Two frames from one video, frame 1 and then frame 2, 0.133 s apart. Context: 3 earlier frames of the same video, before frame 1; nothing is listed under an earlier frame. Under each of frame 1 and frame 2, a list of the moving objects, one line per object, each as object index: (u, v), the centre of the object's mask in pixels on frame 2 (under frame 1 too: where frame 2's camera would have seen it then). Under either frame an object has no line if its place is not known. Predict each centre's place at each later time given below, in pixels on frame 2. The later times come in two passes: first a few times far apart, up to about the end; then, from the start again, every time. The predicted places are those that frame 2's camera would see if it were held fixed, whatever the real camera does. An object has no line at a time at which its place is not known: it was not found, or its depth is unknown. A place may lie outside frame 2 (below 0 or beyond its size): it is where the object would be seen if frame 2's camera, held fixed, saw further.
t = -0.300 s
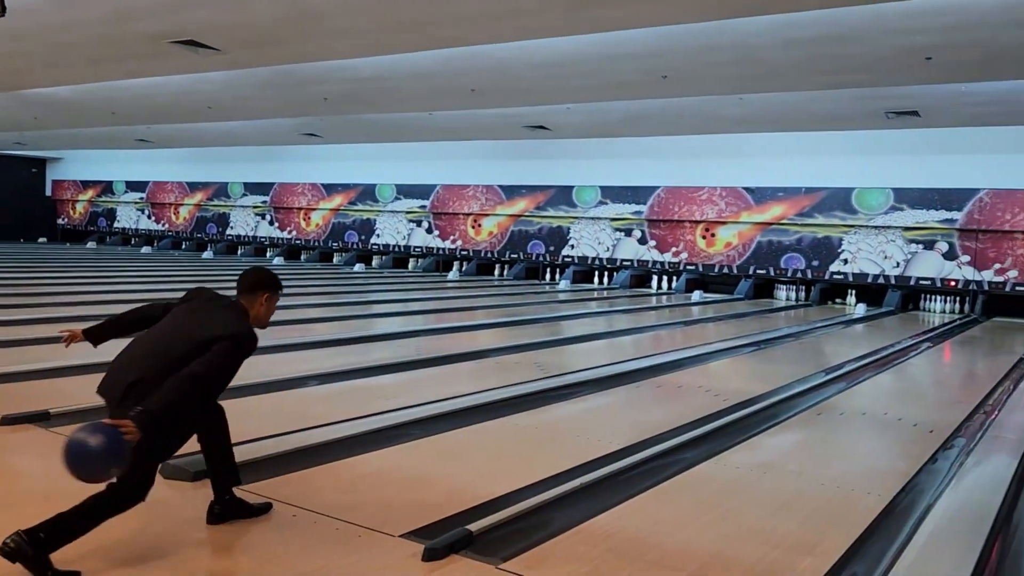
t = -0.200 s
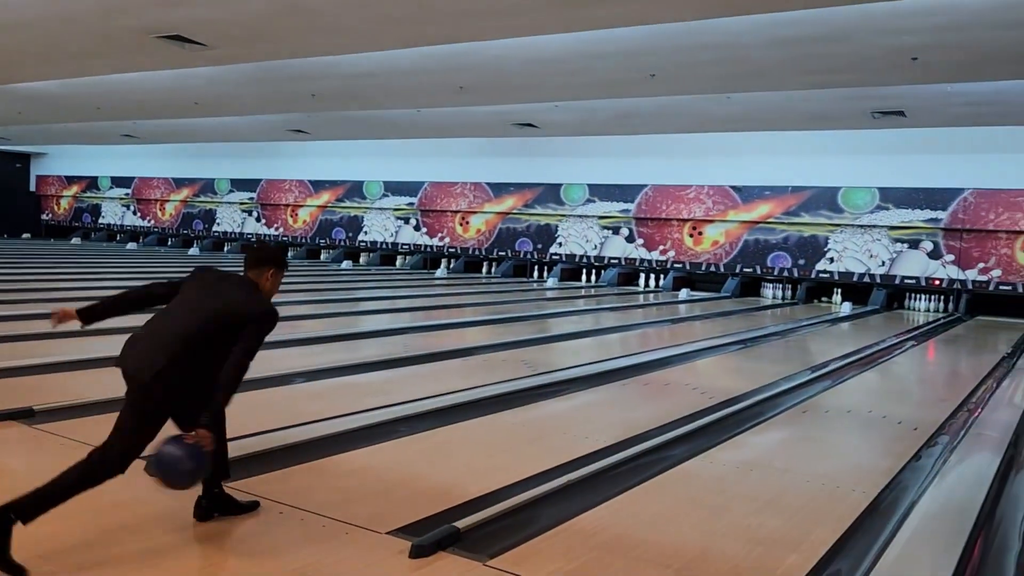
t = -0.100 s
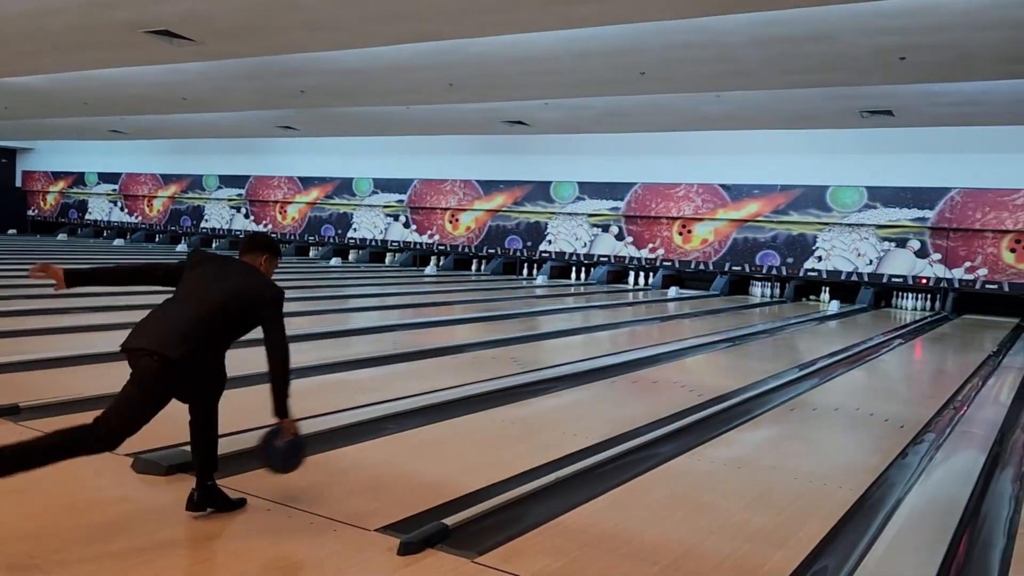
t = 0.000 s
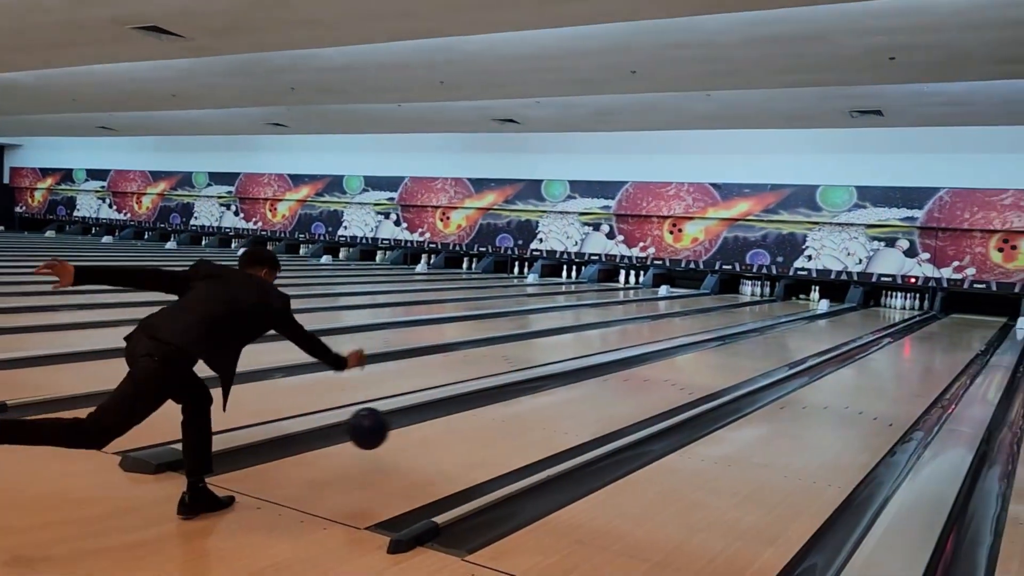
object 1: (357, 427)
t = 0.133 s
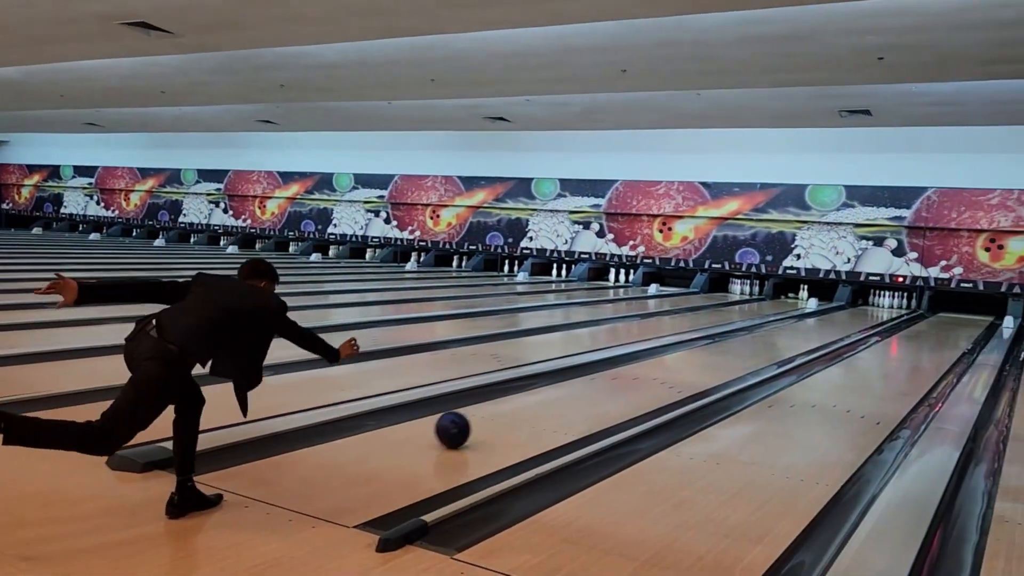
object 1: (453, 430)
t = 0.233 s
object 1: (508, 413)
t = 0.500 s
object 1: (614, 382)
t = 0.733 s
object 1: (675, 363)
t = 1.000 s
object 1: (725, 349)
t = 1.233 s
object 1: (757, 339)
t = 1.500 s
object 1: (787, 331)
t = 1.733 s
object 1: (806, 325)
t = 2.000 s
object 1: (825, 319)
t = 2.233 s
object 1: (837, 316)
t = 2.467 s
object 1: (849, 312)
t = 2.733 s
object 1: (859, 309)
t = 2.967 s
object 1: (867, 306)
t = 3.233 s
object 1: (874, 304)
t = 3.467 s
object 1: (876, 302)
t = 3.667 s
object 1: (876, 301)
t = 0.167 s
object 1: (473, 423)
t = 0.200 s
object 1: (491, 418)
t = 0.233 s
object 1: (508, 413)
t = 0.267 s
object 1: (525, 408)
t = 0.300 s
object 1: (540, 404)
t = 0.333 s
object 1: (554, 399)
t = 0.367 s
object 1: (567, 395)
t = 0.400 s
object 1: (580, 392)
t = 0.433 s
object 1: (592, 388)
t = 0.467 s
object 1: (603, 385)
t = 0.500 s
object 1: (614, 382)
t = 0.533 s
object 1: (624, 379)
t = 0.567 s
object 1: (633, 376)
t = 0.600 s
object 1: (643, 373)
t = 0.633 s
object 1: (651, 371)
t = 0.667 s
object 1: (660, 368)
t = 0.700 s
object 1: (667, 366)
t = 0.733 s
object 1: (675, 363)
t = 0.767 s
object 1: (682, 361)
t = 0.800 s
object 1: (689, 359)
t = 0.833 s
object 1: (696, 357)
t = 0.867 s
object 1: (702, 355)
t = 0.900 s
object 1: (708, 353)
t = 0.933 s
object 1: (714, 352)
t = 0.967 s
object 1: (720, 350)
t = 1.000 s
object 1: (725, 349)
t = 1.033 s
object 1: (730, 347)
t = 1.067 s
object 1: (735, 346)
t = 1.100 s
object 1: (740, 344)
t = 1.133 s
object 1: (744, 343)
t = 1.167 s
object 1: (749, 342)
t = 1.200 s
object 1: (753, 340)
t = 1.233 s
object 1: (757, 339)
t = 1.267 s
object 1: (761, 338)
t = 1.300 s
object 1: (765, 337)
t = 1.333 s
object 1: (769, 336)
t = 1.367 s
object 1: (773, 335)
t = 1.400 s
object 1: (776, 333)
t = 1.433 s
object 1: (780, 333)
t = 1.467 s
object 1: (783, 332)
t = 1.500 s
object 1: (787, 331)
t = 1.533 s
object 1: (790, 330)
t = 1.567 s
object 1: (793, 329)
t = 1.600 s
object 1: (795, 328)
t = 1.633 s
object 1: (798, 327)
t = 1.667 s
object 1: (801, 326)
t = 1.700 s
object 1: (804, 326)
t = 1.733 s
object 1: (806, 325)
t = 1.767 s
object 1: (809, 324)
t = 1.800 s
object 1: (811, 324)
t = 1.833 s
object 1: (814, 323)
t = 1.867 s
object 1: (816, 322)
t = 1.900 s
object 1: (818, 321)
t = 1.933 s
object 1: (820, 321)
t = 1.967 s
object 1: (822, 320)
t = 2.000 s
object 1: (825, 319)
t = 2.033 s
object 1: (826, 319)
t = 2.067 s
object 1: (828, 318)
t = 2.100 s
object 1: (830, 318)
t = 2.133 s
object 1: (832, 317)
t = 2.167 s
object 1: (834, 316)
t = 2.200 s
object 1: (836, 316)
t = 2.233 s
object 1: (837, 316)
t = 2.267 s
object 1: (840, 315)
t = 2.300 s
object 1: (841, 314)
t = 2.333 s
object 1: (843, 314)
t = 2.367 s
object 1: (844, 313)
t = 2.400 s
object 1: (846, 313)
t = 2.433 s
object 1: (847, 312)
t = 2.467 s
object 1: (849, 312)
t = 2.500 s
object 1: (850, 311)
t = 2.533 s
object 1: (851, 311)
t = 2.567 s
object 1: (853, 311)
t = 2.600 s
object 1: (854, 310)
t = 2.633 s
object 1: (855, 310)
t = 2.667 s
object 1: (856, 309)
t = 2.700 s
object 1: (858, 309)
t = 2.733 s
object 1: (859, 309)
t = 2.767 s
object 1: (860, 308)
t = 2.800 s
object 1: (861, 307)
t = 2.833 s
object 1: (862, 307)
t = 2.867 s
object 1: (863, 307)
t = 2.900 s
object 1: (864, 306)
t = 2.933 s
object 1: (865, 306)
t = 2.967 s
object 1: (867, 306)
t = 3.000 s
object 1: (867, 306)
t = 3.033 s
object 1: (868, 306)
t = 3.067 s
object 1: (870, 305)
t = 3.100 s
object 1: (870, 305)
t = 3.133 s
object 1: (871, 305)
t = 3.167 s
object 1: (872, 305)
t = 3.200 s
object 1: (873, 304)
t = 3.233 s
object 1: (874, 304)
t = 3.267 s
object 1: (875, 303)
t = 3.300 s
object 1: (875, 303)
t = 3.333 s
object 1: (877, 303)
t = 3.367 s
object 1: (877, 303)
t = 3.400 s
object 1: (876, 302)
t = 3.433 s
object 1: (876, 302)
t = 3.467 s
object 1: (876, 302)
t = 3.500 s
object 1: (877, 302)
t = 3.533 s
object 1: (877, 302)
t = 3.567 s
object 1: (878, 301)
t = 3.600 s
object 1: (877, 301)
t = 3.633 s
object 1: (877, 301)
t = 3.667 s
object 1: (876, 301)
